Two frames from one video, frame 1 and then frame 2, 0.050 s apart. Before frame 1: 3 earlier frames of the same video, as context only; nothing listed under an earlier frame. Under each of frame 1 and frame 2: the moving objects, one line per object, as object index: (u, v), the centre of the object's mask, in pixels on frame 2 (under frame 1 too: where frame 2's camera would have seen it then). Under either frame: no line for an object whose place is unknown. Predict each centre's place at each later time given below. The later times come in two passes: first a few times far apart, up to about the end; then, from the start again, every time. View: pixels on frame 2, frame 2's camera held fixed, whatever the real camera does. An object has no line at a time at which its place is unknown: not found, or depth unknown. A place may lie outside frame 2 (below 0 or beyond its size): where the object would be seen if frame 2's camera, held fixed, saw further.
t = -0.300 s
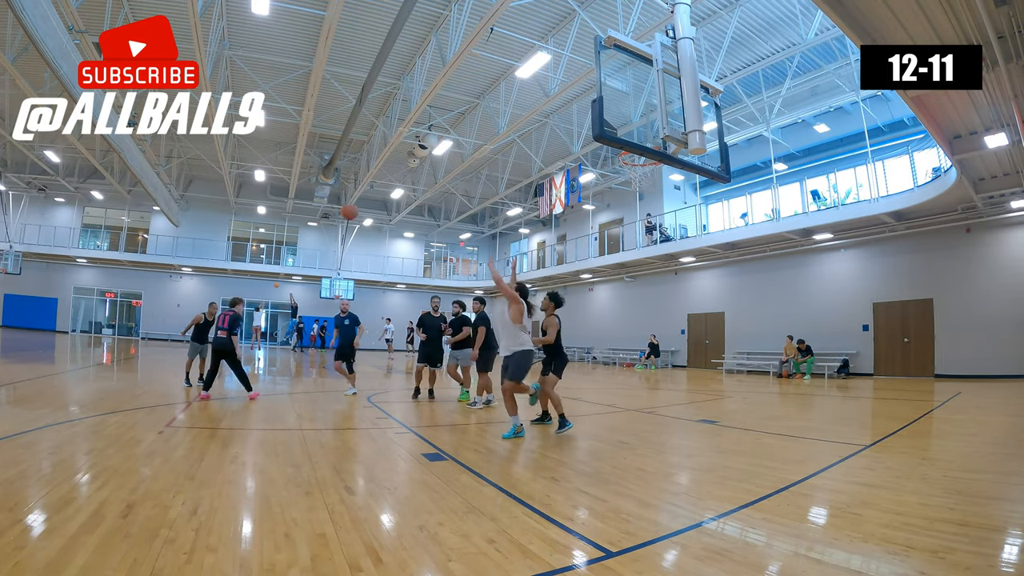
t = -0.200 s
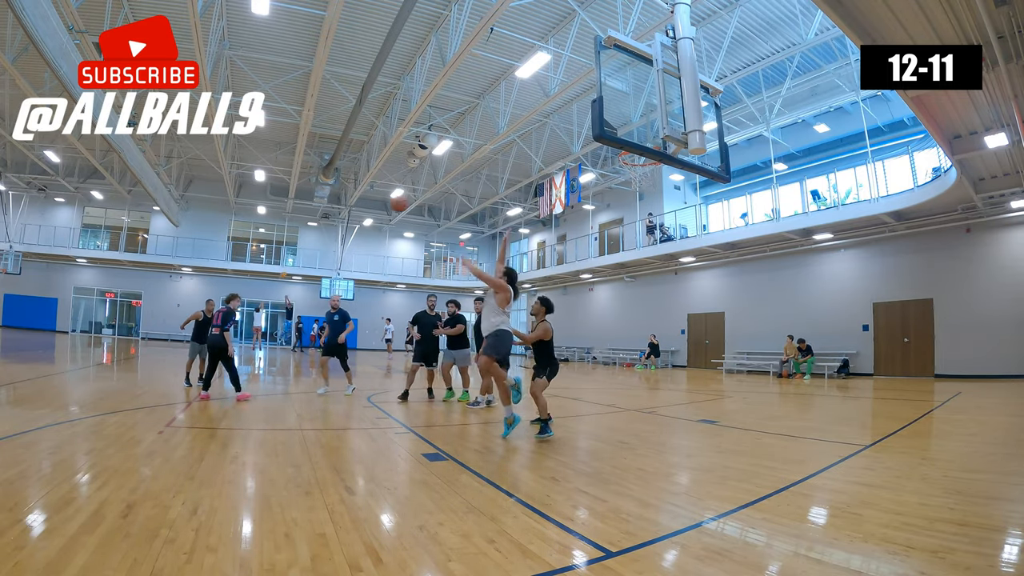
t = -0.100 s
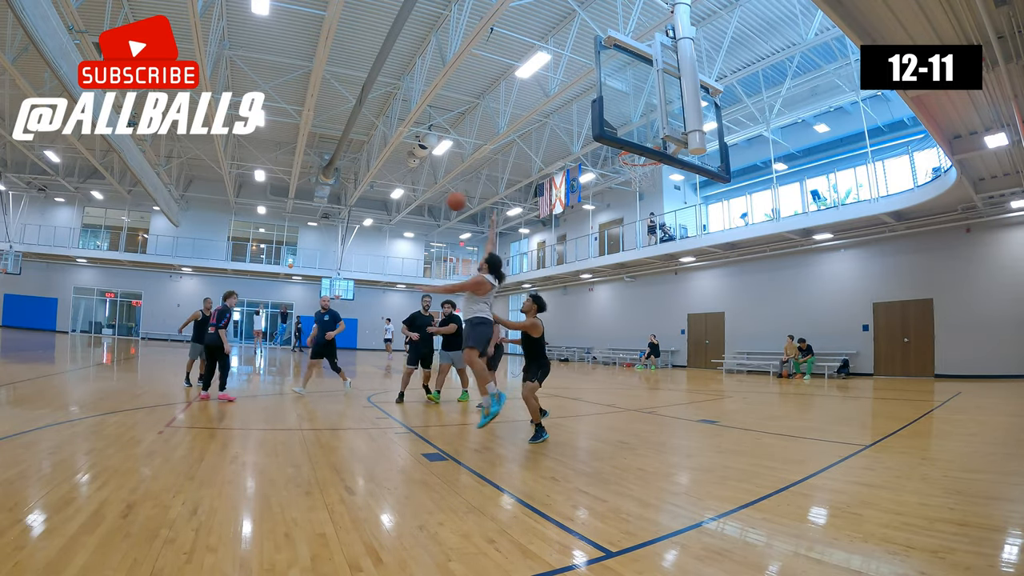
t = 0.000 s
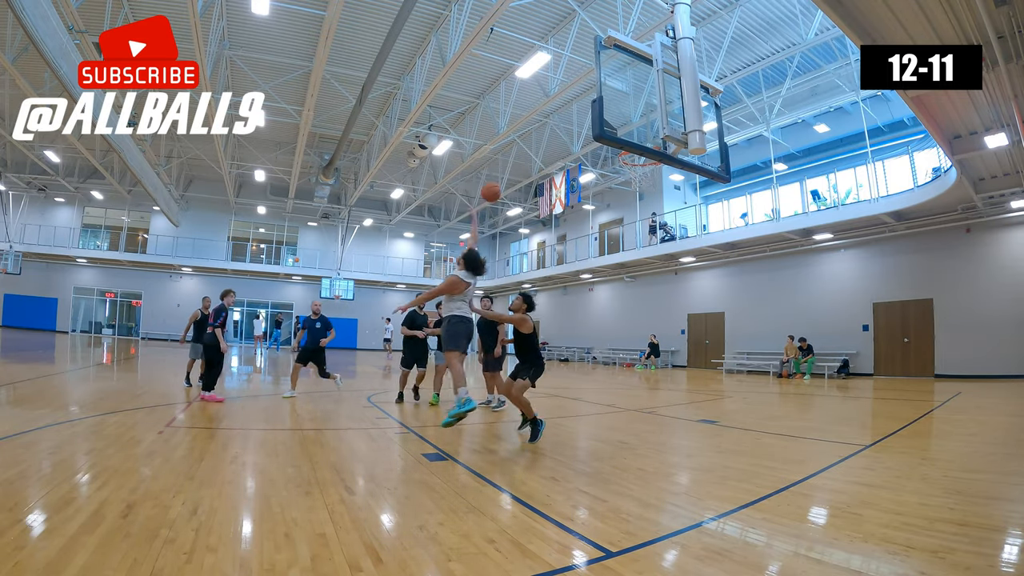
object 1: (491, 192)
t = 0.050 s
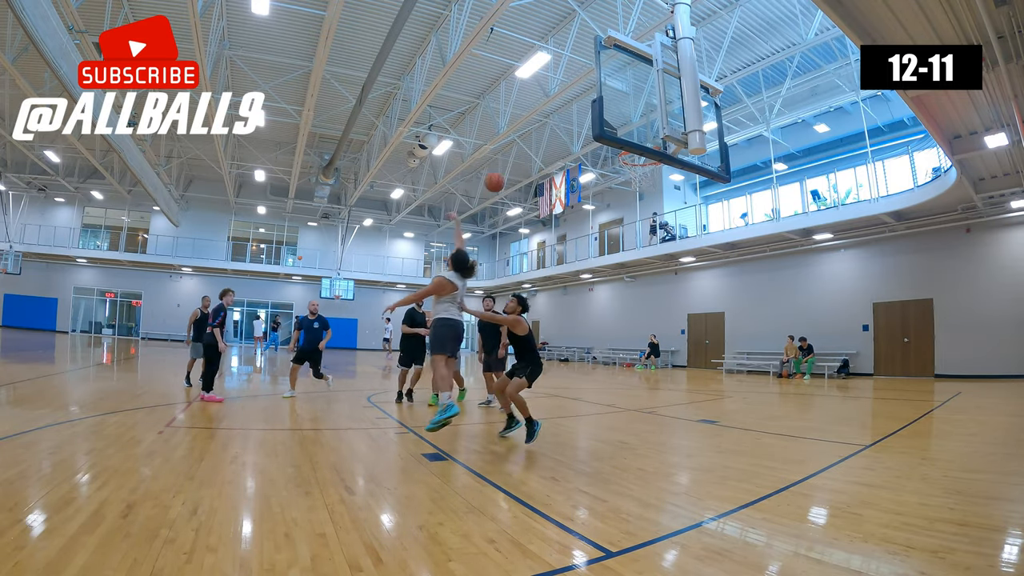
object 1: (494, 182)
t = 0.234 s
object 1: (507, 163)
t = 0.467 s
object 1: (523, 177)
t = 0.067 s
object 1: (495, 179)
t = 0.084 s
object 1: (496, 177)
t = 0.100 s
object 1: (497, 175)
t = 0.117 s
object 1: (499, 172)
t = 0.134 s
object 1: (500, 170)
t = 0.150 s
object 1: (501, 169)
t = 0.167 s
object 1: (502, 167)
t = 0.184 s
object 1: (503, 166)
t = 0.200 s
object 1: (504, 164)
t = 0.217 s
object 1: (505, 164)
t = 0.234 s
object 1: (507, 163)
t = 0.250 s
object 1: (508, 162)
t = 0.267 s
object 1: (509, 162)
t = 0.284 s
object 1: (510, 162)
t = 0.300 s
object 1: (511, 163)
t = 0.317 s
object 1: (512, 163)
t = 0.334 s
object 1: (514, 163)
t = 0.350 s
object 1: (515, 164)
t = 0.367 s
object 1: (516, 165)
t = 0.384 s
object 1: (517, 166)
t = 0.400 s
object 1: (518, 168)
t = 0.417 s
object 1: (520, 170)
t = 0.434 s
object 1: (521, 171)
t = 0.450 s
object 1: (521, 174)
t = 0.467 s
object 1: (523, 177)
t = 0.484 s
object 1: (524, 180)
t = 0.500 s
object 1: (526, 183)
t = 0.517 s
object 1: (527, 187)
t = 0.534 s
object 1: (528, 190)
